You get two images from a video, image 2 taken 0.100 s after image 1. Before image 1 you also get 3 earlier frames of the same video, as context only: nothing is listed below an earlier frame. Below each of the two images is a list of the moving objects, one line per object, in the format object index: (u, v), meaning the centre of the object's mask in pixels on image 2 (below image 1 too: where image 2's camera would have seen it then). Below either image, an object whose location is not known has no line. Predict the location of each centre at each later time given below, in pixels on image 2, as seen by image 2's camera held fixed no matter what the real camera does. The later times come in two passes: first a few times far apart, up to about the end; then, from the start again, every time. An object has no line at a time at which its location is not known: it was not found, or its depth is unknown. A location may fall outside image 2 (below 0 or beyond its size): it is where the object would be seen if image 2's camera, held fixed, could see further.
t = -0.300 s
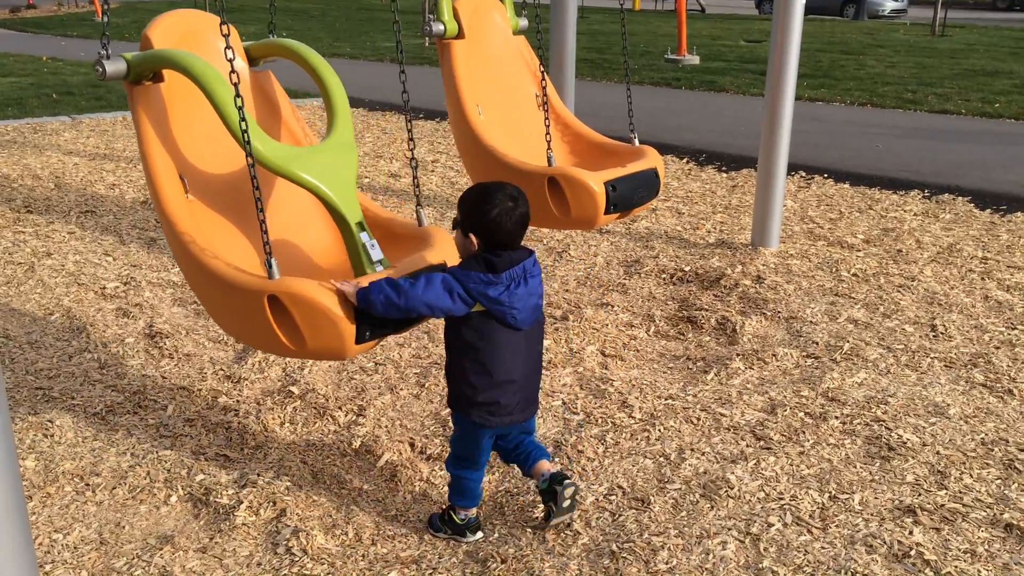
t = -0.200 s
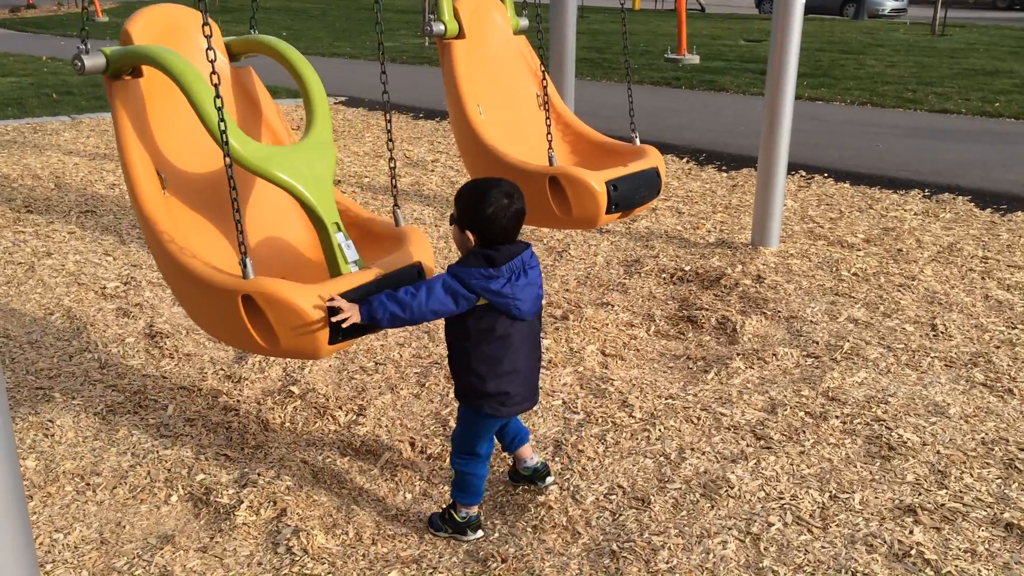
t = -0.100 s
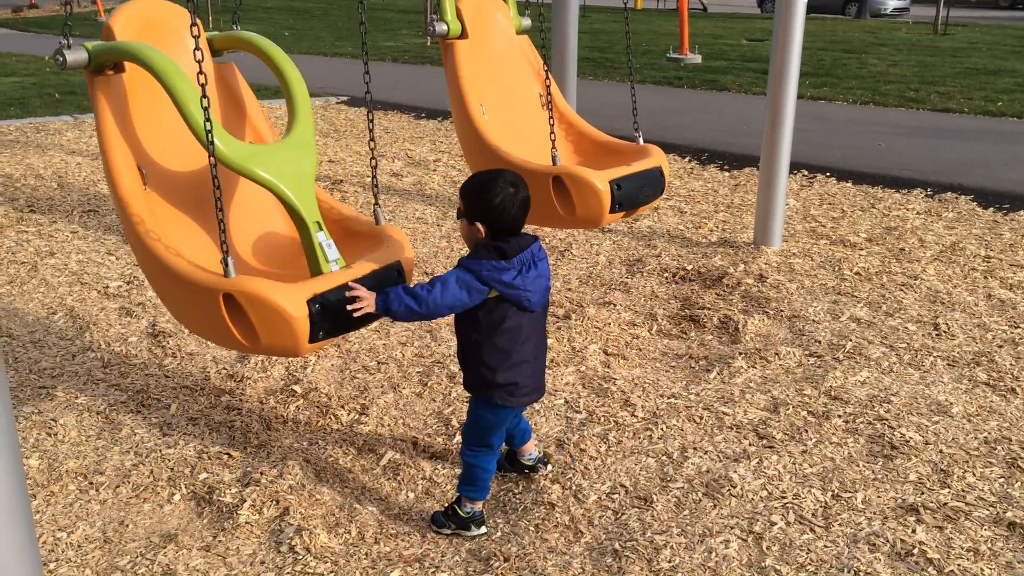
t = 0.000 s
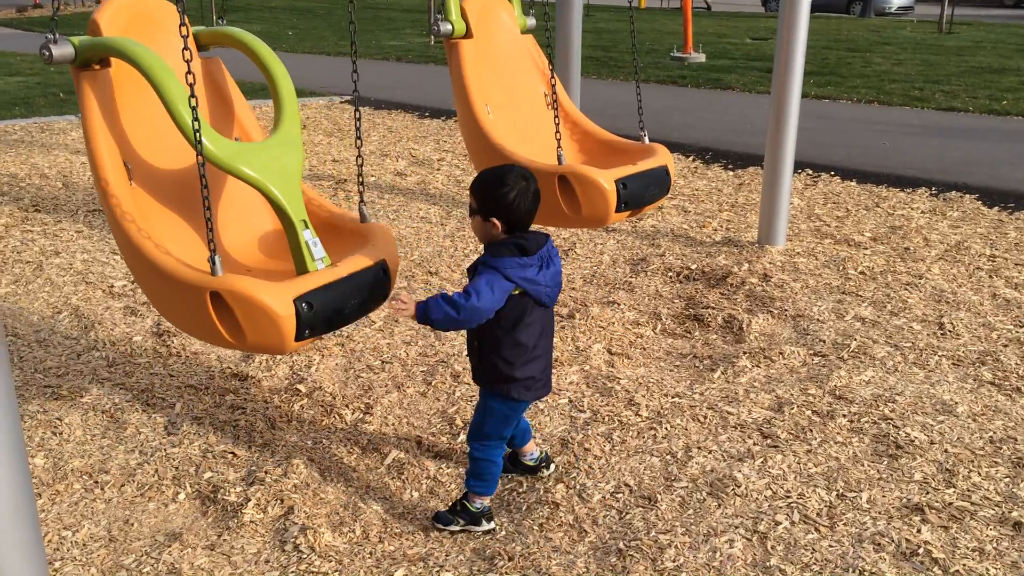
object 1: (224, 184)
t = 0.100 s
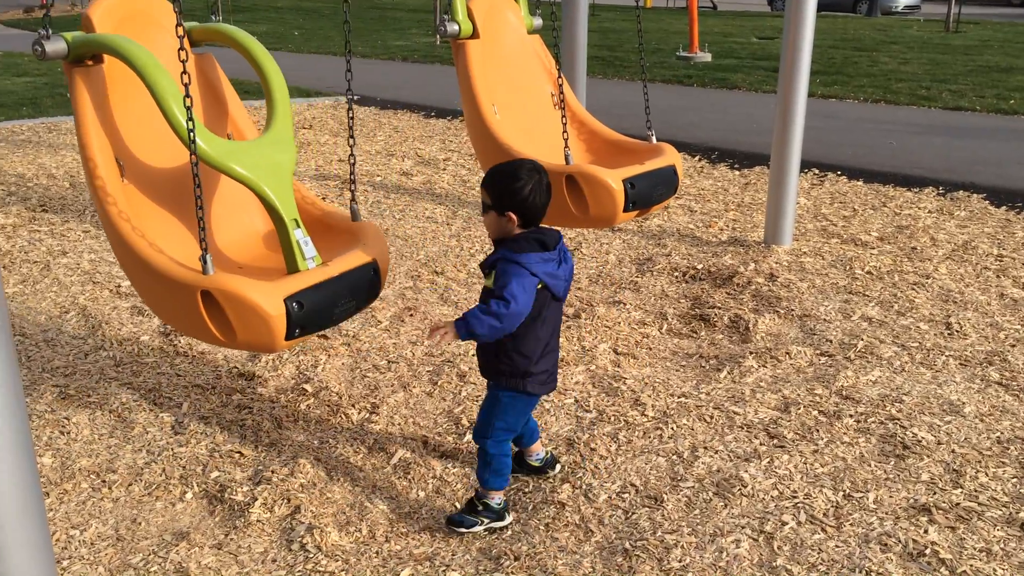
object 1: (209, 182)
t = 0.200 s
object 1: (199, 181)
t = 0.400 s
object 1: (195, 182)
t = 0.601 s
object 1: (211, 187)
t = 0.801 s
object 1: (244, 195)
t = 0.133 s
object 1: (206, 182)
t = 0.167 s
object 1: (201, 184)
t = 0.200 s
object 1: (199, 181)
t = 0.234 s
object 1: (197, 181)
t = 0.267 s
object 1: (196, 181)
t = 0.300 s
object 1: (195, 181)
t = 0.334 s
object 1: (195, 181)
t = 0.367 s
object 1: (195, 181)
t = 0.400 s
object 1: (195, 182)
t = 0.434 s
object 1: (197, 182)
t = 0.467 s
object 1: (198, 183)
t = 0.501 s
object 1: (201, 184)
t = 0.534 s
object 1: (204, 185)
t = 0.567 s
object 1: (207, 186)
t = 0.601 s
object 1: (211, 187)
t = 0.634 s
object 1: (215, 188)
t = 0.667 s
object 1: (220, 190)
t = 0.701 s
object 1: (226, 191)
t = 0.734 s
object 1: (231, 193)
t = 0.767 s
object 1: (238, 194)
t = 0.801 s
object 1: (244, 195)
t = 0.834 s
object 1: (250, 200)
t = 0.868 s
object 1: (259, 198)
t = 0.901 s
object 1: (266, 199)
